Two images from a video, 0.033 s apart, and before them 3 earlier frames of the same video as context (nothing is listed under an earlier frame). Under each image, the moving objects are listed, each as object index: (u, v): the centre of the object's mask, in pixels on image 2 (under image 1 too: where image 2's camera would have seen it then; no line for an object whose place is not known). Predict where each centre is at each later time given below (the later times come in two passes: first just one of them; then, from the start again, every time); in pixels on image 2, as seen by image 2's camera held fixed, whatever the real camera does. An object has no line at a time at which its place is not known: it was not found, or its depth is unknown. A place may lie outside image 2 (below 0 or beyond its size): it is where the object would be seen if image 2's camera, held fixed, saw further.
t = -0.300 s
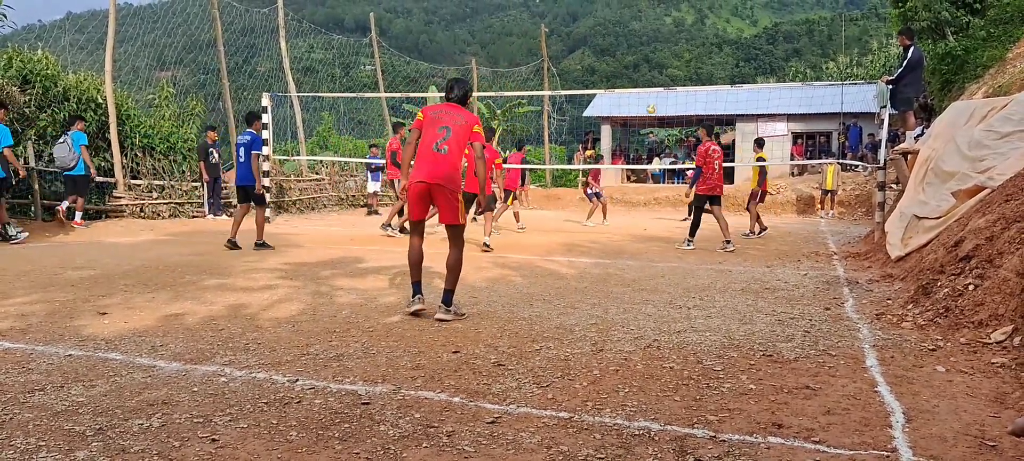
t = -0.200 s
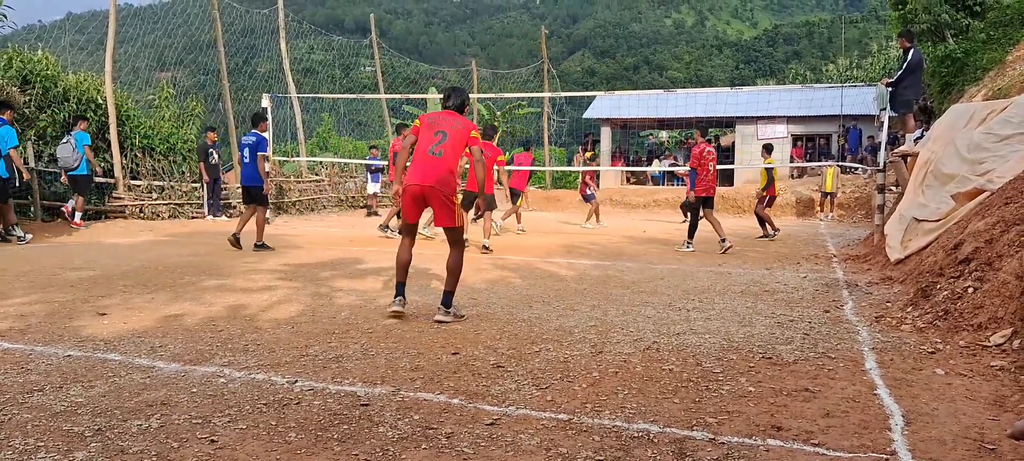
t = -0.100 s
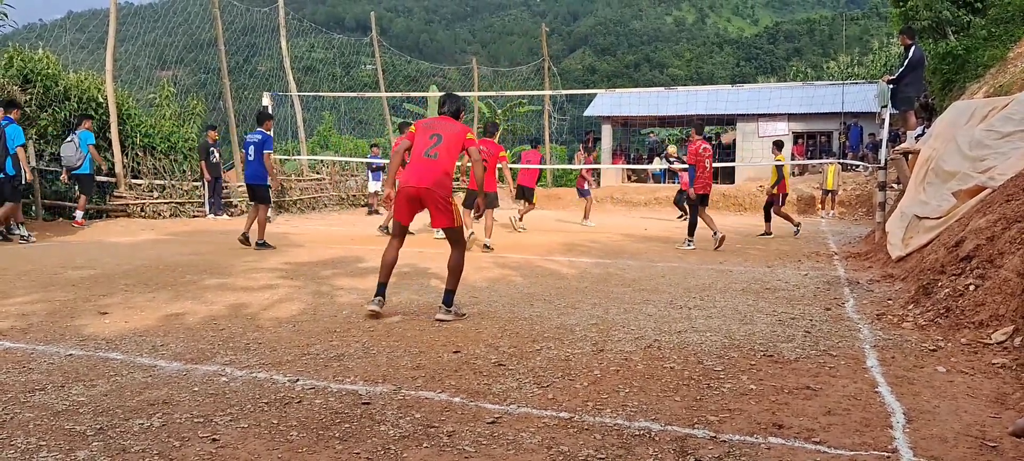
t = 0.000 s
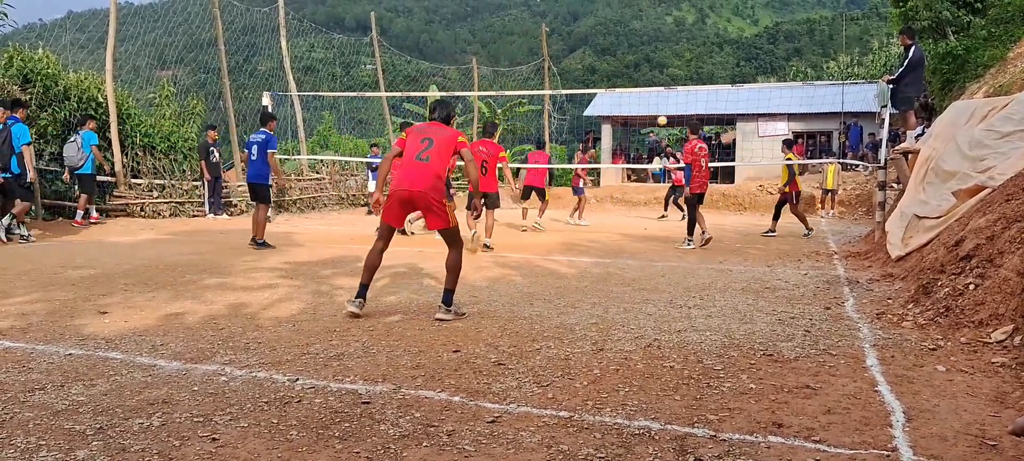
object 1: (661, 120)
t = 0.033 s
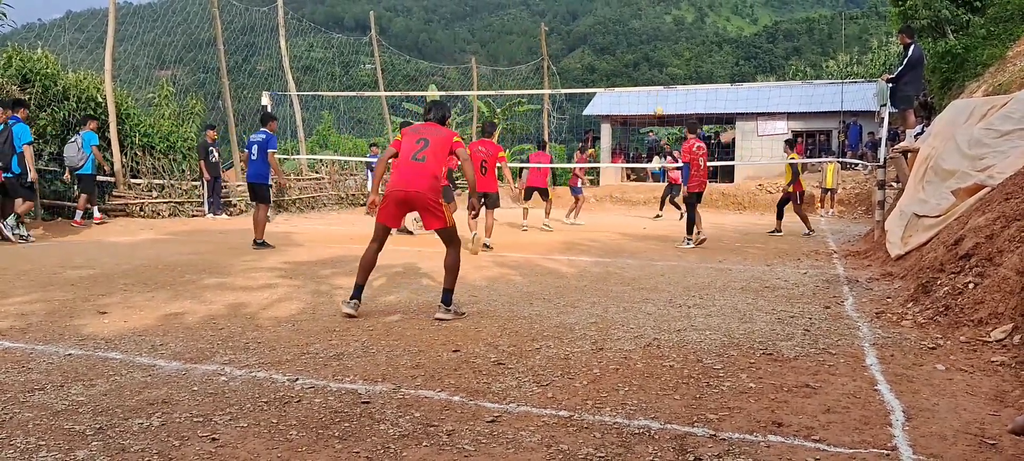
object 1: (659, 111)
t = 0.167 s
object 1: (645, 79)
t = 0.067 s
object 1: (655, 102)
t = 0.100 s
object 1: (652, 94)
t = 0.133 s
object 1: (648, 84)
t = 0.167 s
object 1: (645, 79)
